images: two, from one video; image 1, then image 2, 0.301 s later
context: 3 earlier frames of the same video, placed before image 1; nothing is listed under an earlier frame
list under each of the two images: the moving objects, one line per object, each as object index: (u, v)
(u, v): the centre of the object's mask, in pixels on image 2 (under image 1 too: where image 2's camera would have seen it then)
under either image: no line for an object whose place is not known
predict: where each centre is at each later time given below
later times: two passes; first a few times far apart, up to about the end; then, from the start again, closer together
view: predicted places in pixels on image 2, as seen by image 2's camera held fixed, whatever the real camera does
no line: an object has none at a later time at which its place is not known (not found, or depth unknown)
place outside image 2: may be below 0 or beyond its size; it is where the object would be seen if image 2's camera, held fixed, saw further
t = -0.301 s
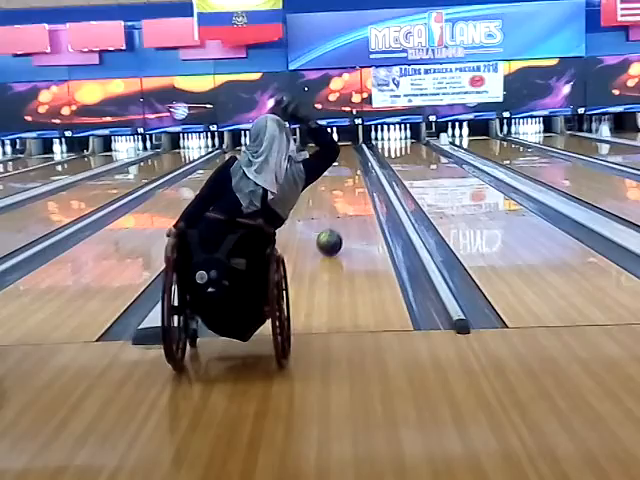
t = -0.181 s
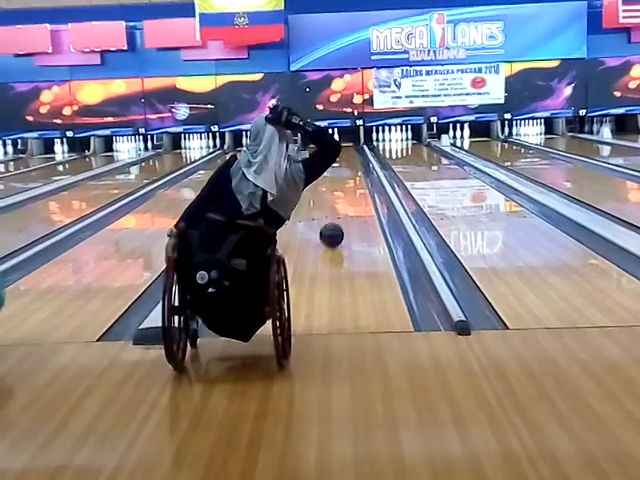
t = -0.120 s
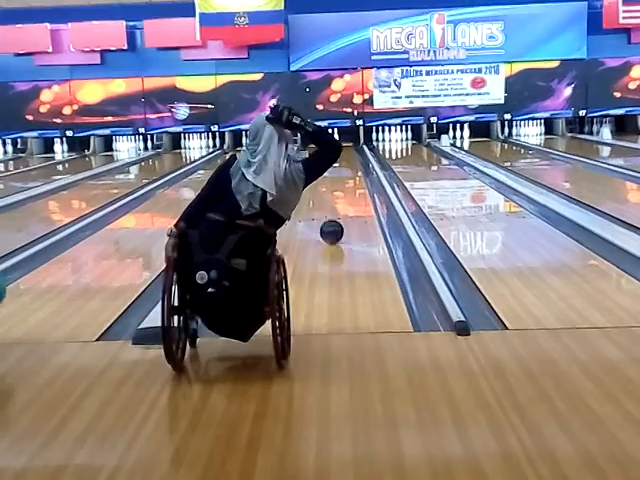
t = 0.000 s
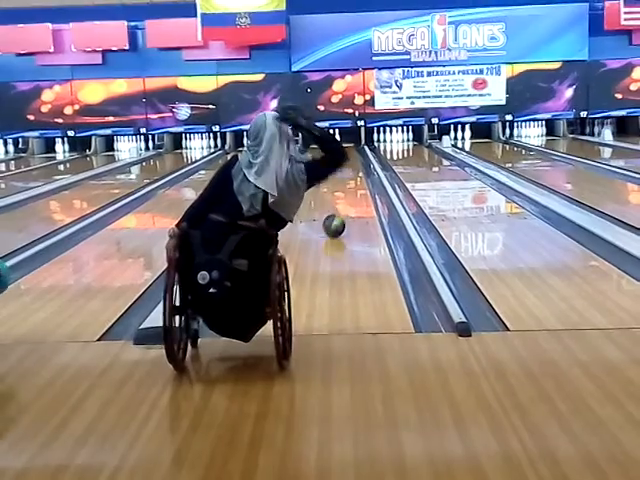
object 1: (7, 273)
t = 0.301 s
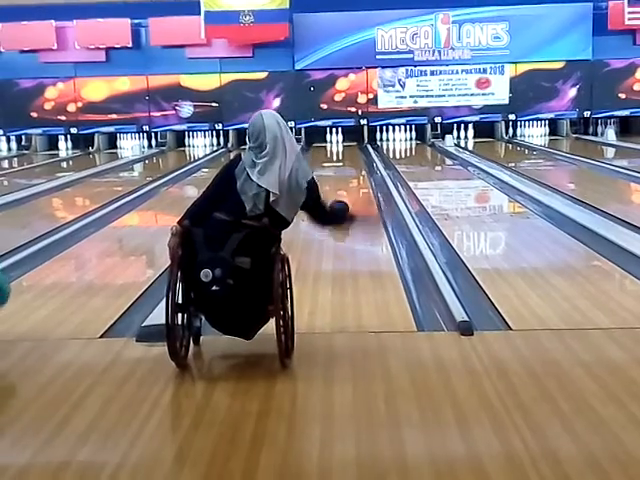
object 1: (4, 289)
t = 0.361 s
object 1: (3, 301)
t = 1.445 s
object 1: (14, 314)
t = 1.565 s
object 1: (42, 299)
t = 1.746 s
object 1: (78, 277)
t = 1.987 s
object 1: (113, 254)
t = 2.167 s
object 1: (135, 241)
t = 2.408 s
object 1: (159, 227)
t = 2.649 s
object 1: (176, 213)
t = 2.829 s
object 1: (186, 202)
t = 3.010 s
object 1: (194, 195)
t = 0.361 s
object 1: (3, 301)
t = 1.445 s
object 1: (14, 314)
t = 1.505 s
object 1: (19, 302)
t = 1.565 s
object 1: (42, 299)
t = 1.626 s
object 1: (55, 292)
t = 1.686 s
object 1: (66, 284)
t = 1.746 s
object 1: (78, 277)
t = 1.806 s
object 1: (87, 271)
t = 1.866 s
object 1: (96, 265)
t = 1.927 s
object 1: (105, 260)
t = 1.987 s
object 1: (113, 254)
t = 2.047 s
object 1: (121, 249)
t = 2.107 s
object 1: (128, 245)
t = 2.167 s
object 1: (135, 241)
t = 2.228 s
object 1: (140, 237)
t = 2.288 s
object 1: (148, 234)
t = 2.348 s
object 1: (153, 230)
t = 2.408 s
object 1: (159, 227)
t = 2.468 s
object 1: (163, 223)
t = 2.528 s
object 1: (168, 220)
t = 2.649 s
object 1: (176, 213)
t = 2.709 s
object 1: (179, 210)
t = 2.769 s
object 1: (182, 206)
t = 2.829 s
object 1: (186, 202)
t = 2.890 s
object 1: (189, 201)
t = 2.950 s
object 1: (191, 197)
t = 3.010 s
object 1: (194, 195)
